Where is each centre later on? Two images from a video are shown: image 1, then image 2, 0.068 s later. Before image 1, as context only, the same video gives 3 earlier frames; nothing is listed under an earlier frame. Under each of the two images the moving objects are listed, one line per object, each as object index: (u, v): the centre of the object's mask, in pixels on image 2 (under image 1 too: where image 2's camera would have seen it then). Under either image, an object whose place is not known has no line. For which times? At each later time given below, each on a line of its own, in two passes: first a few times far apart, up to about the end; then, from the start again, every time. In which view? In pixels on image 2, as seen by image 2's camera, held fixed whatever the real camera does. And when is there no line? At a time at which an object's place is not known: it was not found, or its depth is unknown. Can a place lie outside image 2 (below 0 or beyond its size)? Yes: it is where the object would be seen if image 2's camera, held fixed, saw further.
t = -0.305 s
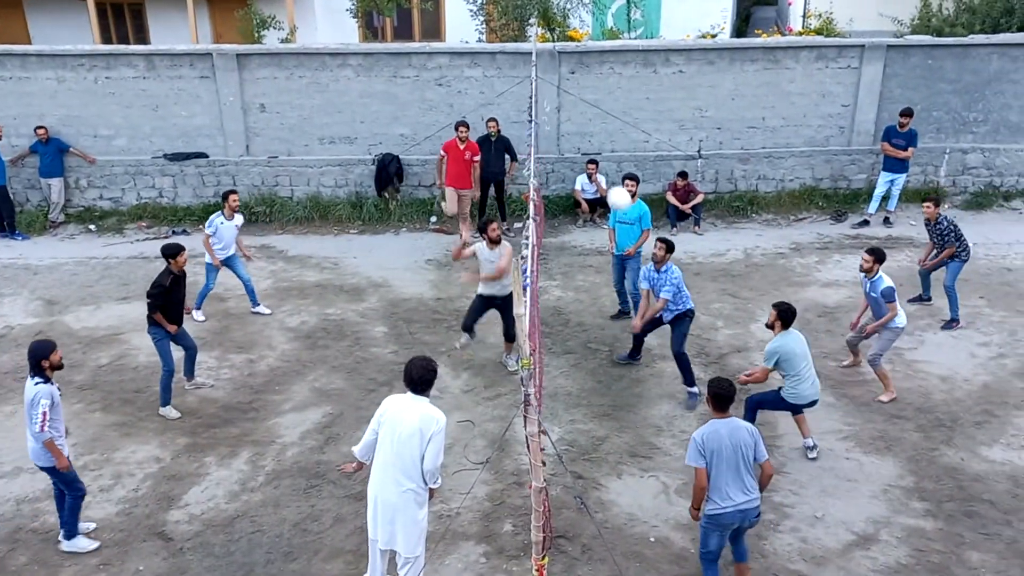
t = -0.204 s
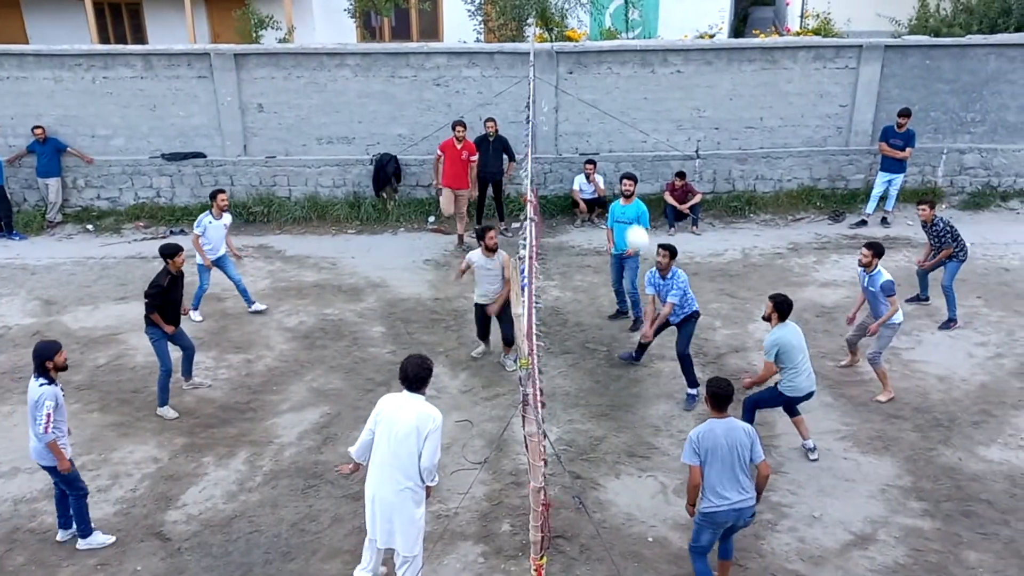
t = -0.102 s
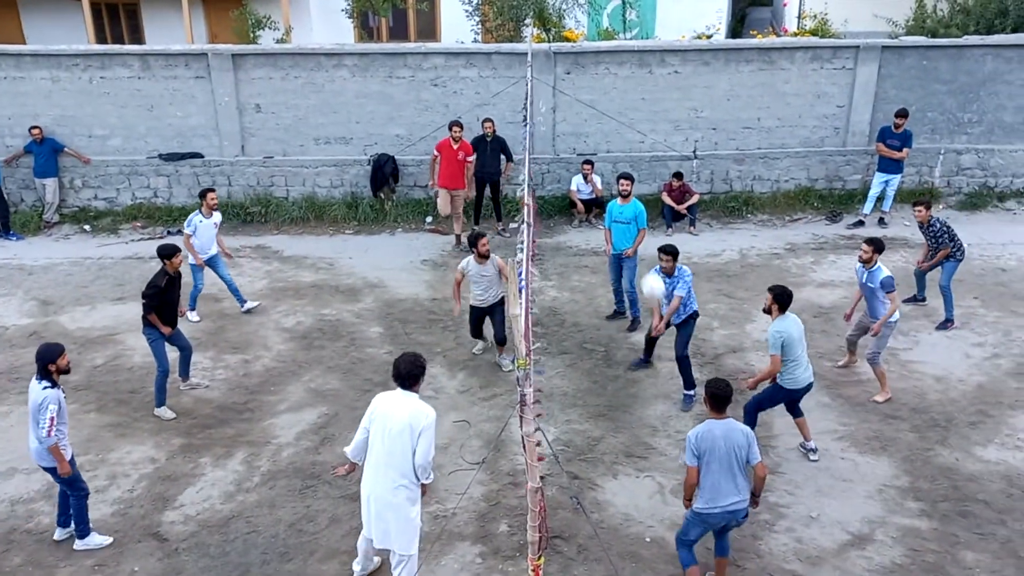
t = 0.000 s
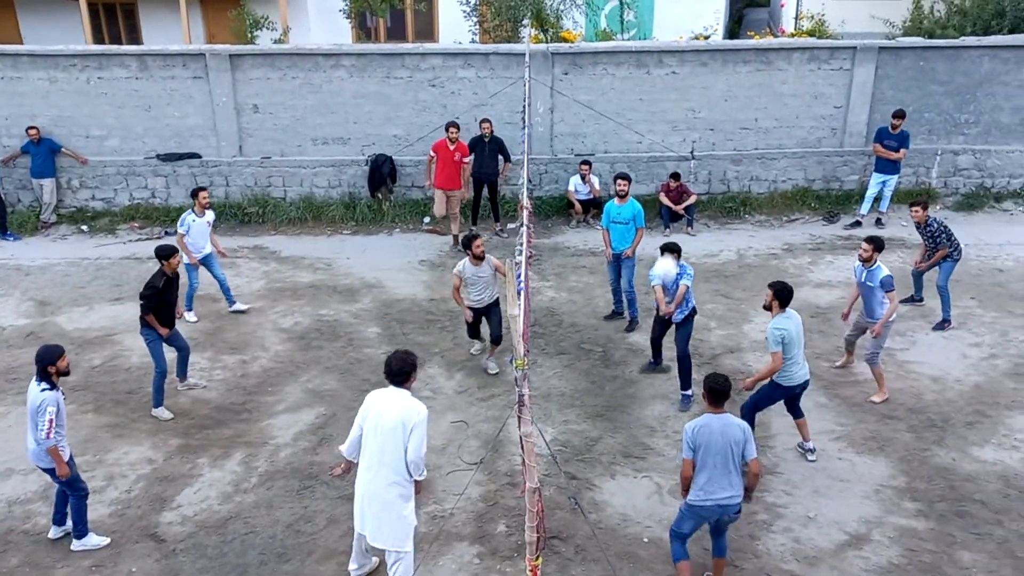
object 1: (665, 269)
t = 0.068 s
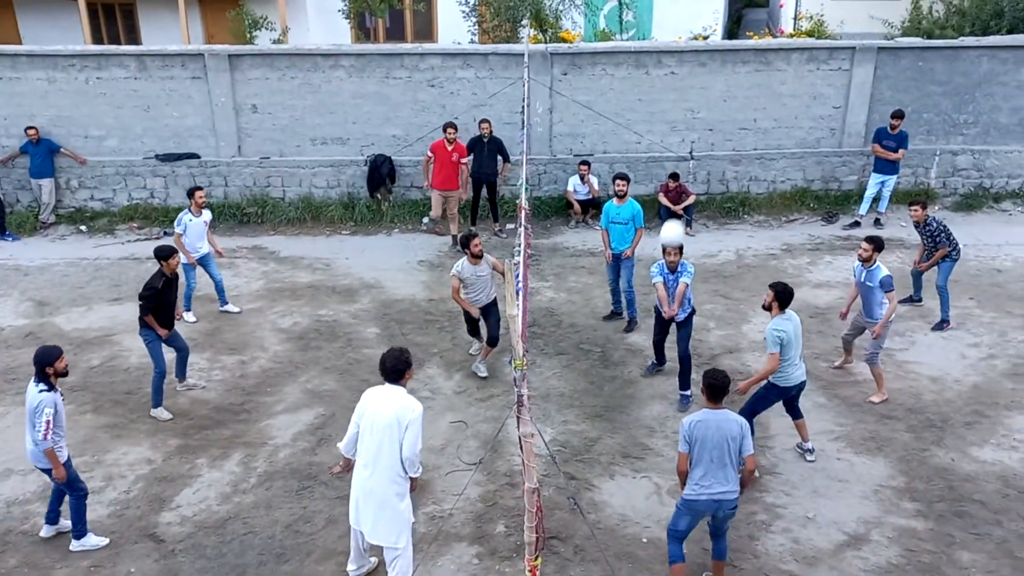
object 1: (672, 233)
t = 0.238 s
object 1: (692, 155)
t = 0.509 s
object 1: (721, 83)
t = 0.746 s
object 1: (744, 92)
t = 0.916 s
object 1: (758, 151)
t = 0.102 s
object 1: (676, 217)
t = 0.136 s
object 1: (680, 200)
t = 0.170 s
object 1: (684, 184)
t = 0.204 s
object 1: (689, 169)
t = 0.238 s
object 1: (692, 155)
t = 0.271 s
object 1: (696, 142)
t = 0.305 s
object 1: (700, 129)
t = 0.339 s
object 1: (704, 119)
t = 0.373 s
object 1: (707, 108)
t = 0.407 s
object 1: (711, 101)
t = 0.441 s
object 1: (714, 94)
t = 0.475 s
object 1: (718, 88)
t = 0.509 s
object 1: (721, 83)
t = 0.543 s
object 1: (725, 80)
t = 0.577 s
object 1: (728, 78)
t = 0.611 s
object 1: (731, 78)
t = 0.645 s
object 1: (734, 79)
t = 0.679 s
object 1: (738, 82)
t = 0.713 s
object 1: (741, 86)
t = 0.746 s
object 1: (744, 92)
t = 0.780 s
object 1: (747, 101)
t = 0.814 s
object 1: (750, 110)
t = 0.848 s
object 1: (753, 121)
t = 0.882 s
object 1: (756, 135)
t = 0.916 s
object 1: (758, 151)
